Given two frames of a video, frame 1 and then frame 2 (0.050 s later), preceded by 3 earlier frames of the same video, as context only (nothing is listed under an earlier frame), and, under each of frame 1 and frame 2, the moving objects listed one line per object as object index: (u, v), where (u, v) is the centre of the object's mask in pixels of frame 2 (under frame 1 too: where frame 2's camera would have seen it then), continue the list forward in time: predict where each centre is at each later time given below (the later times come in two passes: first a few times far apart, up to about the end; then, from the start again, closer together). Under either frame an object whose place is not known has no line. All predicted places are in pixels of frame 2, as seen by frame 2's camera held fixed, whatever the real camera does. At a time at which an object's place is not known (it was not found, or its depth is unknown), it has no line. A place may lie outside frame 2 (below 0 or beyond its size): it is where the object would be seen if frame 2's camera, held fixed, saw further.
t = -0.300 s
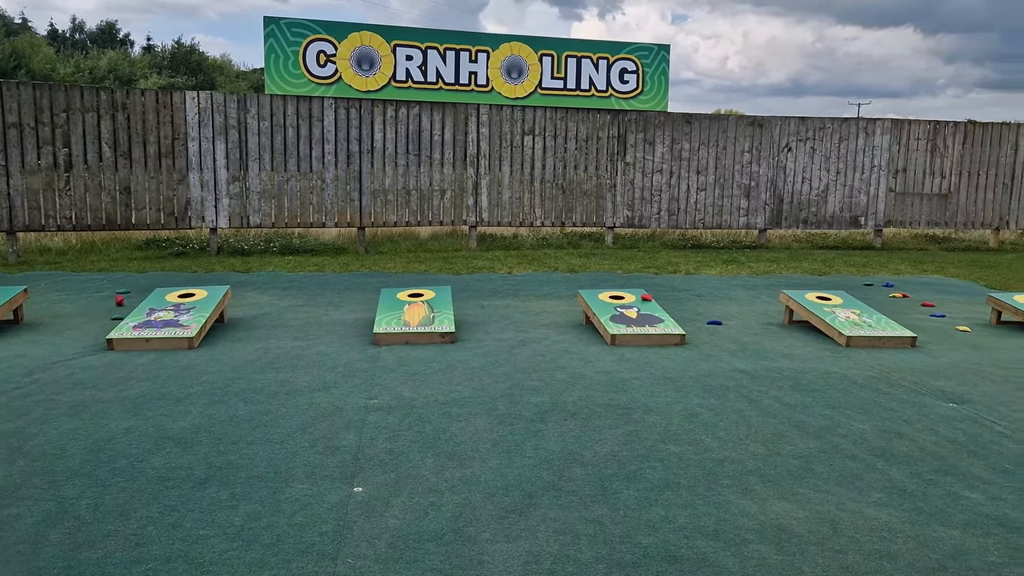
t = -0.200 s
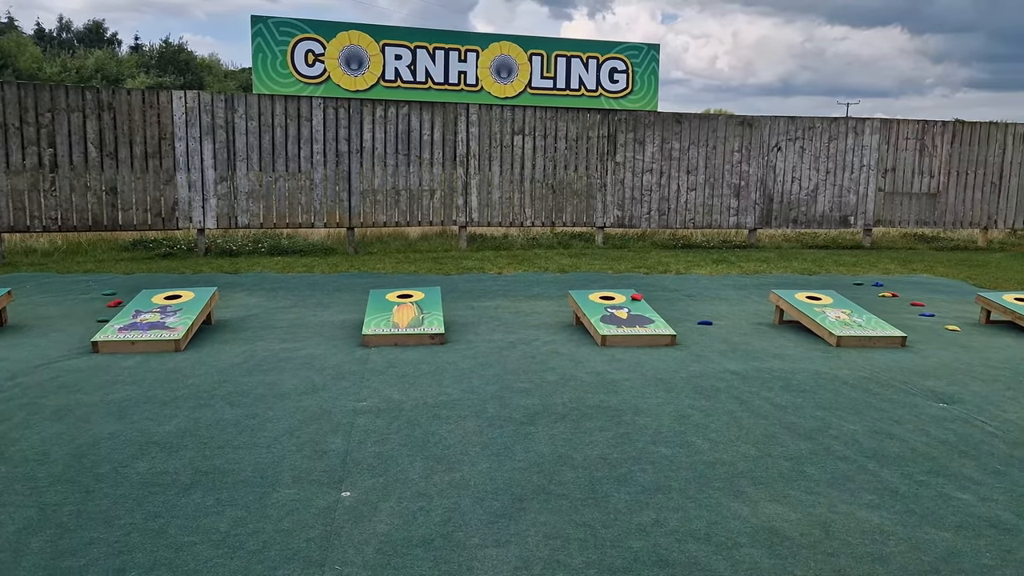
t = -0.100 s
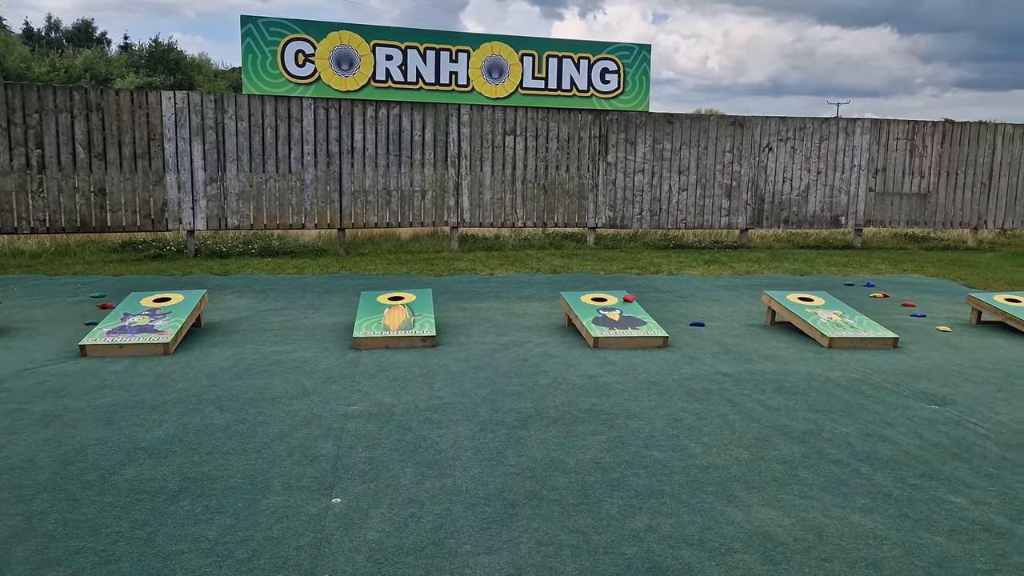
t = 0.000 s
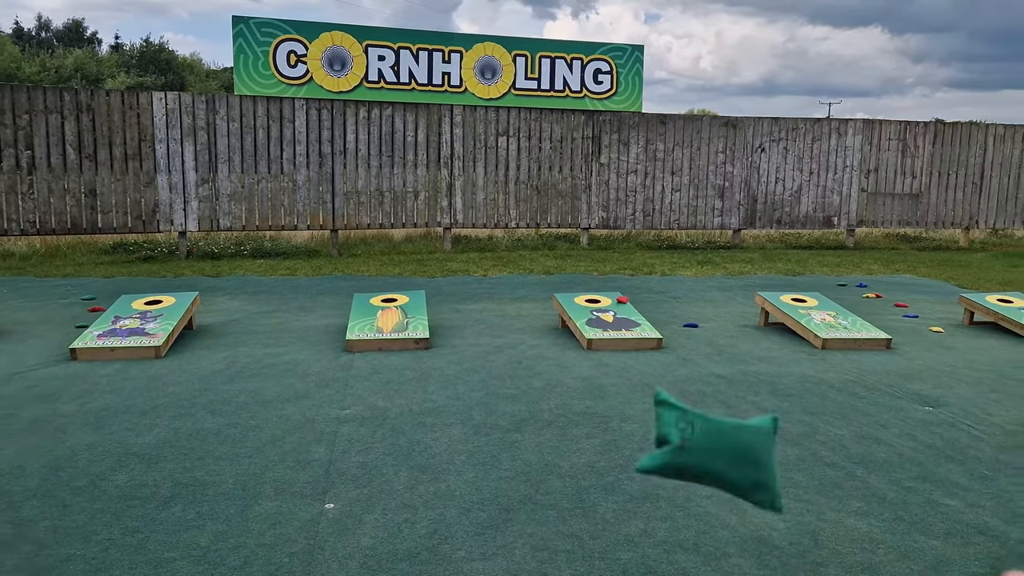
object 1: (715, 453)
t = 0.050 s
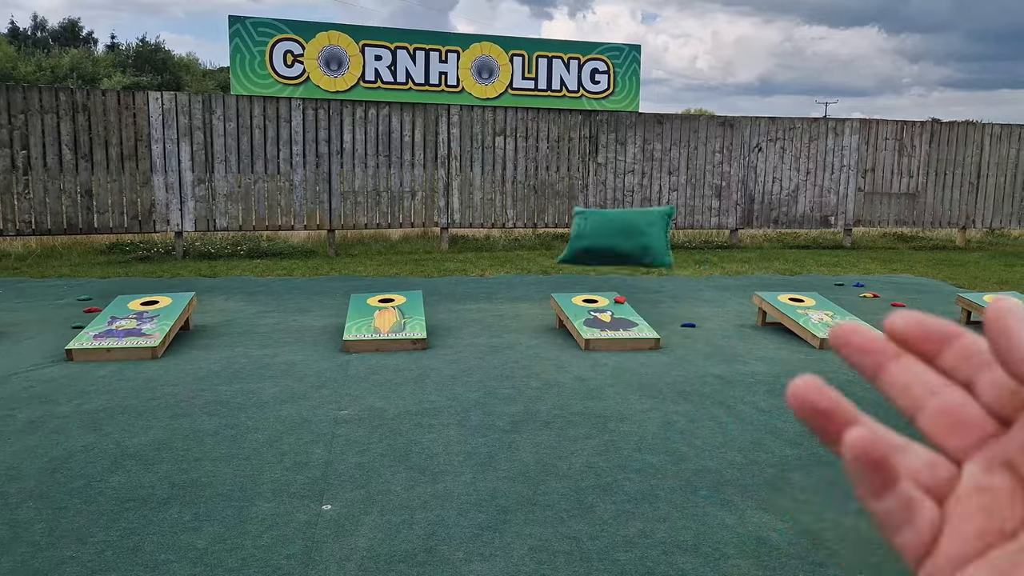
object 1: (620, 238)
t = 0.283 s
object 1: (468, 21)
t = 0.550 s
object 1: (419, 109)
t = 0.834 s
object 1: (402, 275)
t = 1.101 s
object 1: (382, 343)
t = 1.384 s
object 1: (376, 350)
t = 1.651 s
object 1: (376, 350)
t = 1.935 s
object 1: (375, 350)
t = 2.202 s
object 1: (375, 350)
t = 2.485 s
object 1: (375, 350)
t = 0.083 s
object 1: (578, 154)
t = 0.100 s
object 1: (561, 124)
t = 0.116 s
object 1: (548, 100)
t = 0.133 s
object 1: (535, 81)
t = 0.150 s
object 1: (525, 65)
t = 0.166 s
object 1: (516, 51)
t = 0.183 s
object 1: (508, 41)
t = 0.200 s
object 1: (500, 34)
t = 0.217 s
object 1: (492, 30)
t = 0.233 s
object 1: (485, 26)
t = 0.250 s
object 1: (478, 25)
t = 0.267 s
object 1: (474, 21)
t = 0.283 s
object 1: (468, 21)
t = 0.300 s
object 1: (463, 22)
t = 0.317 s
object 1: (458, 22)
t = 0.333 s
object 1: (455, 25)
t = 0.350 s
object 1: (451, 29)
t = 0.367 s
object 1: (448, 33)
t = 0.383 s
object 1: (445, 38)
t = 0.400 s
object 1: (442, 43)
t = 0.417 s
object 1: (439, 48)
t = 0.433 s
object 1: (436, 55)
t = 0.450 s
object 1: (433, 61)
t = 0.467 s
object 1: (431, 68)
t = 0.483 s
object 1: (428, 75)
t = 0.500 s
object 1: (425, 84)
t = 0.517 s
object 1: (423, 91)
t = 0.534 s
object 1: (420, 101)
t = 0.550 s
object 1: (419, 109)
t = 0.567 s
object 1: (417, 118)
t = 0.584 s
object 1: (415, 127)
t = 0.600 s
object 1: (413, 136)
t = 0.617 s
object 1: (413, 146)
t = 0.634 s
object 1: (412, 155)
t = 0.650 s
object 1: (411, 165)
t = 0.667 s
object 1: (410, 174)
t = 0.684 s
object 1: (409, 184)
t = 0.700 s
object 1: (408, 194)
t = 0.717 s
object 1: (407, 204)
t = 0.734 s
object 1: (406, 214)
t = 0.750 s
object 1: (405, 224)
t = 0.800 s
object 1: (403, 254)
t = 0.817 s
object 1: (403, 264)
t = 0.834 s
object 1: (402, 275)
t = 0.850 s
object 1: (402, 285)
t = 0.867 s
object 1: (401, 296)
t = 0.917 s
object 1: (398, 327)
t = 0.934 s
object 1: (397, 337)
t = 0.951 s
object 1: (395, 348)
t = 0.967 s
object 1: (395, 348)
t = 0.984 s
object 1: (392, 346)
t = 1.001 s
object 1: (391, 344)
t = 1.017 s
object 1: (389, 343)
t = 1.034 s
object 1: (387, 342)
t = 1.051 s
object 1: (386, 342)
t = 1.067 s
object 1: (385, 342)
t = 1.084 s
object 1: (383, 343)
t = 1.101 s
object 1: (382, 343)
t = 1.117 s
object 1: (380, 343)
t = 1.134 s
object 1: (379, 345)
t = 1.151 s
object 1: (379, 346)
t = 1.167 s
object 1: (378, 348)
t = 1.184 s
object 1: (377, 349)
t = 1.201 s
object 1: (377, 349)
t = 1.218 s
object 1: (377, 349)
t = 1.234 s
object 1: (376, 349)
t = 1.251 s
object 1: (376, 349)
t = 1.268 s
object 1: (375, 349)
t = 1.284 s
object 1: (375, 349)
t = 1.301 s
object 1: (375, 349)
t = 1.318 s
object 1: (375, 349)
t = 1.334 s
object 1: (375, 349)
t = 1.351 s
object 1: (376, 349)
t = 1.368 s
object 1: (375, 349)
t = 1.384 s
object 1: (376, 350)
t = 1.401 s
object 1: (375, 350)
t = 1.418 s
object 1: (376, 350)
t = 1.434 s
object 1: (376, 350)
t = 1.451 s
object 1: (376, 350)
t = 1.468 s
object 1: (376, 350)
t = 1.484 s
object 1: (376, 350)
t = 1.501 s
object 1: (376, 350)
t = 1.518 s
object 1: (376, 350)
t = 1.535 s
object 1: (376, 350)
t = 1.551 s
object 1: (376, 350)
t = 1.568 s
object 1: (376, 350)
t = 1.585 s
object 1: (375, 350)
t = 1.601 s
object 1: (375, 350)
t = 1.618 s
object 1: (376, 350)
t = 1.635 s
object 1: (376, 350)
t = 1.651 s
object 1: (376, 350)
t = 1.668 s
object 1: (376, 350)
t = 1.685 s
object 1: (375, 350)
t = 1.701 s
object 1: (375, 350)
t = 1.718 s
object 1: (375, 350)
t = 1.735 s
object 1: (375, 350)
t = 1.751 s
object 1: (375, 350)
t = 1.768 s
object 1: (375, 350)
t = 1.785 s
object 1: (375, 350)
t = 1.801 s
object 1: (375, 350)
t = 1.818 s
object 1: (375, 350)
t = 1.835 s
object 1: (375, 350)
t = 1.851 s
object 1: (375, 350)
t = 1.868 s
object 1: (375, 350)
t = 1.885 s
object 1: (375, 350)
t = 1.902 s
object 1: (375, 350)
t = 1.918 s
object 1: (375, 350)
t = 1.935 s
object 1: (375, 350)
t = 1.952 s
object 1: (375, 350)
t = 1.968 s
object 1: (375, 350)
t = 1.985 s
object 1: (375, 350)
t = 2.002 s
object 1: (375, 350)
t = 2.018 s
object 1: (375, 350)
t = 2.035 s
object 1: (375, 350)
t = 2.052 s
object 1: (375, 350)
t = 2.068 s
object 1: (375, 350)
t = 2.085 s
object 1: (375, 350)
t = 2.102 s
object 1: (375, 350)
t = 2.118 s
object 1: (375, 350)
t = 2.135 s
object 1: (375, 350)
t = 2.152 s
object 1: (375, 350)
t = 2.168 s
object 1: (375, 350)
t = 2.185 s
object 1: (375, 350)
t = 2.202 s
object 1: (375, 350)
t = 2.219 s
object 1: (375, 350)
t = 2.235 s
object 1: (375, 350)
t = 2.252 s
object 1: (375, 350)
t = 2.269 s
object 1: (375, 350)
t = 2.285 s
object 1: (375, 350)
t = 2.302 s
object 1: (375, 350)
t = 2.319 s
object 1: (375, 350)
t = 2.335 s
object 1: (375, 350)
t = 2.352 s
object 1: (375, 350)
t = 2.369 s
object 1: (375, 350)
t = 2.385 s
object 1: (375, 350)
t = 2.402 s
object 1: (375, 350)
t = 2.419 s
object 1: (375, 350)
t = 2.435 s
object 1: (375, 350)
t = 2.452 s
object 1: (375, 350)
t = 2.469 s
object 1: (375, 350)
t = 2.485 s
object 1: (375, 350)
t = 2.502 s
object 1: (375, 350)
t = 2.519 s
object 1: (375, 350)
